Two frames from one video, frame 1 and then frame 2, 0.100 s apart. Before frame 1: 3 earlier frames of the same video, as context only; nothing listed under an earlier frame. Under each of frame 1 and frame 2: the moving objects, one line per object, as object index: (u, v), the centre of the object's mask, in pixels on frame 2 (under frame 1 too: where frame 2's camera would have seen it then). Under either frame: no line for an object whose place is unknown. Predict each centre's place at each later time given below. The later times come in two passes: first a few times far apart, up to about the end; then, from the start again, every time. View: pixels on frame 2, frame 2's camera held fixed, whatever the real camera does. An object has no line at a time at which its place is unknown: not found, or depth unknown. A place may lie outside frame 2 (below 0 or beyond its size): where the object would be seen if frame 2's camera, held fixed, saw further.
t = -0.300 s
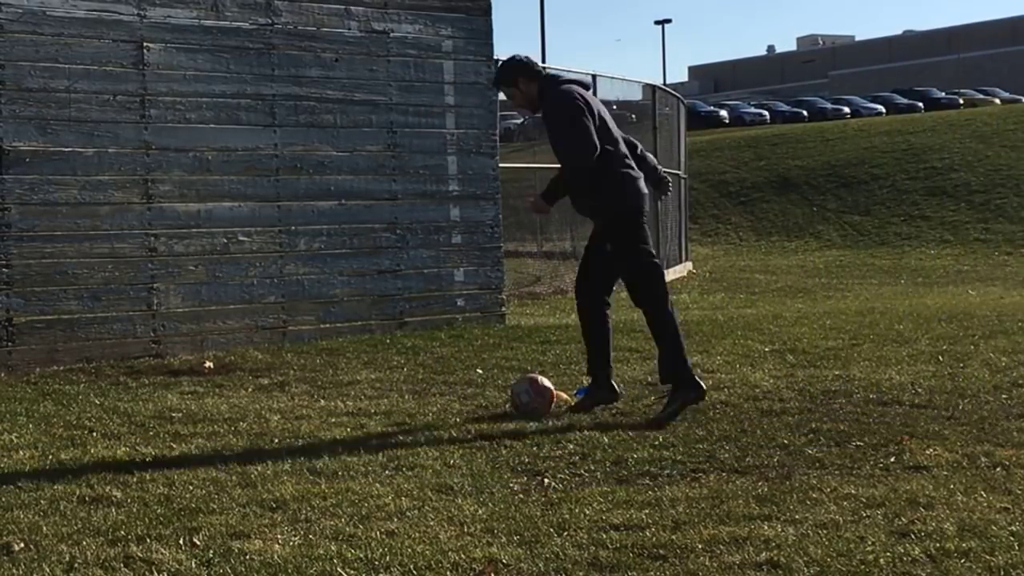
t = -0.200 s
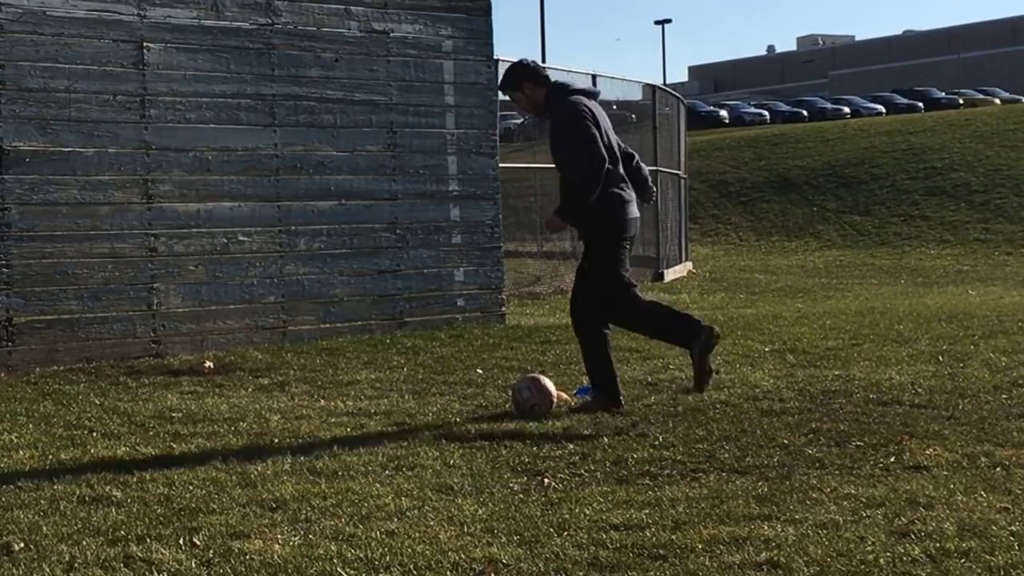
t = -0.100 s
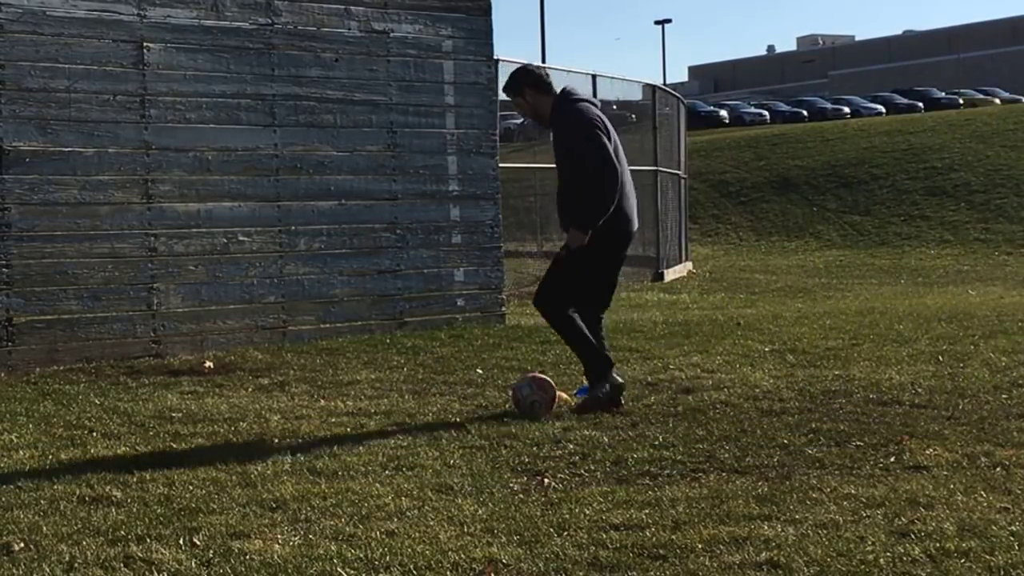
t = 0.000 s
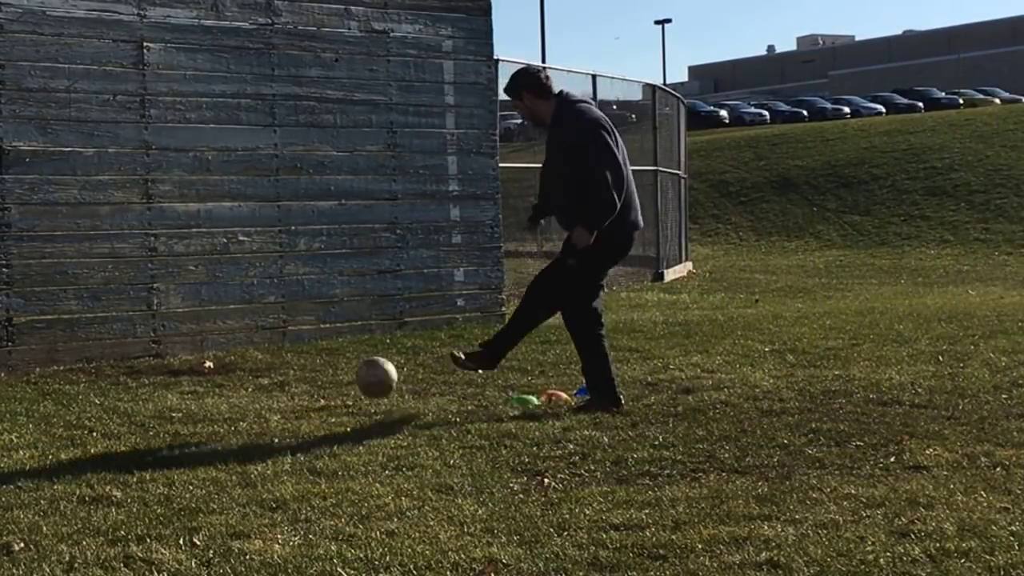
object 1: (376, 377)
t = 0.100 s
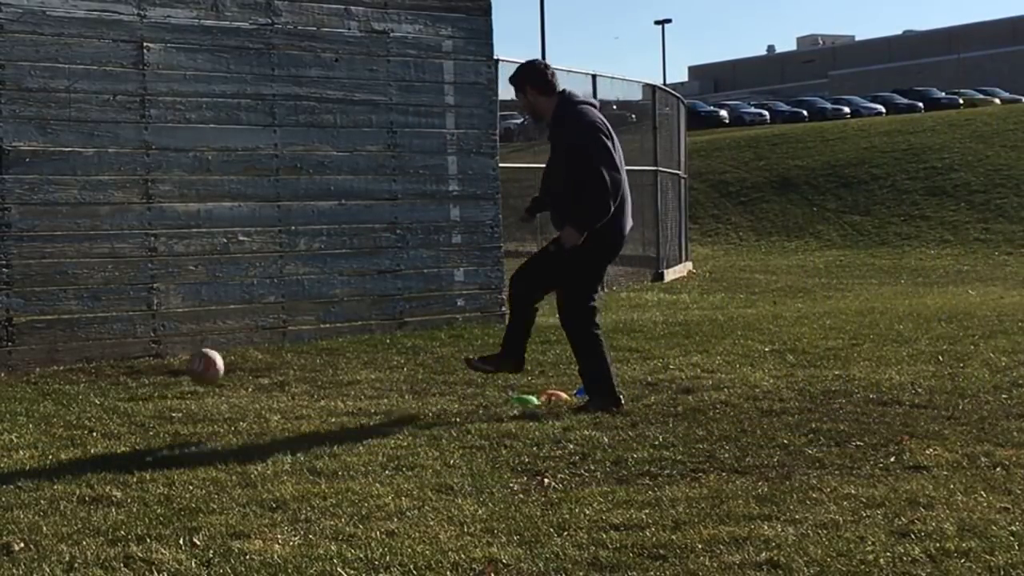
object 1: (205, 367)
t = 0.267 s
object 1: (16, 316)
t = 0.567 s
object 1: (262, 250)
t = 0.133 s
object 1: (158, 368)
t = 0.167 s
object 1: (113, 366)
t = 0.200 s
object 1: (78, 345)
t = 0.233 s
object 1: (44, 329)
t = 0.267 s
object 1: (16, 316)
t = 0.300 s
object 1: (41, 302)
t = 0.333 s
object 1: (65, 290)
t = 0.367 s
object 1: (91, 282)
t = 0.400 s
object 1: (117, 273)
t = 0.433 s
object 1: (144, 266)
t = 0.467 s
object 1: (172, 260)
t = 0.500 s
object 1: (200, 255)
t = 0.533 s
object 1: (231, 251)
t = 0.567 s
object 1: (262, 250)
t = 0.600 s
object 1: (293, 251)
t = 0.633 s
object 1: (327, 253)
